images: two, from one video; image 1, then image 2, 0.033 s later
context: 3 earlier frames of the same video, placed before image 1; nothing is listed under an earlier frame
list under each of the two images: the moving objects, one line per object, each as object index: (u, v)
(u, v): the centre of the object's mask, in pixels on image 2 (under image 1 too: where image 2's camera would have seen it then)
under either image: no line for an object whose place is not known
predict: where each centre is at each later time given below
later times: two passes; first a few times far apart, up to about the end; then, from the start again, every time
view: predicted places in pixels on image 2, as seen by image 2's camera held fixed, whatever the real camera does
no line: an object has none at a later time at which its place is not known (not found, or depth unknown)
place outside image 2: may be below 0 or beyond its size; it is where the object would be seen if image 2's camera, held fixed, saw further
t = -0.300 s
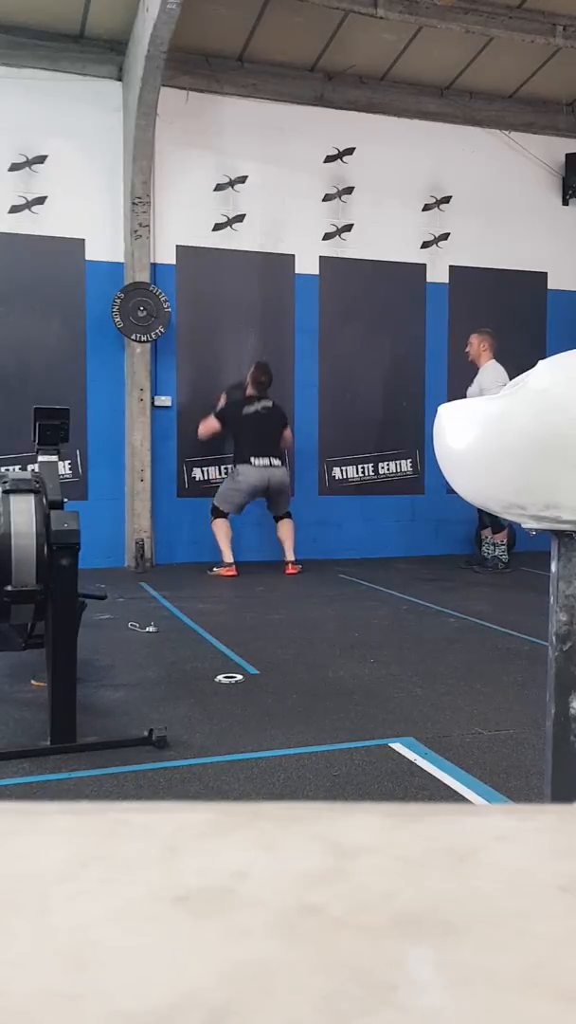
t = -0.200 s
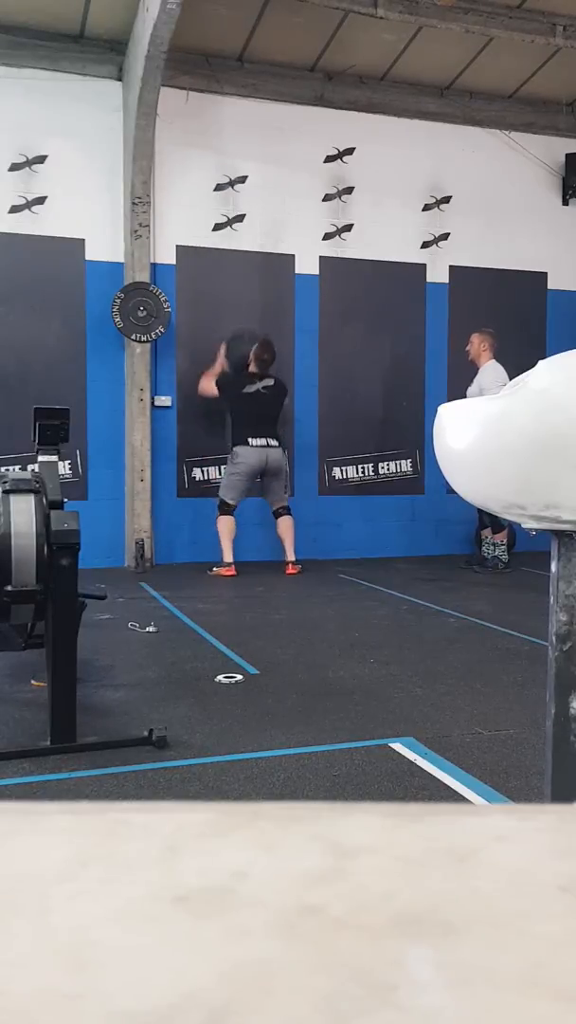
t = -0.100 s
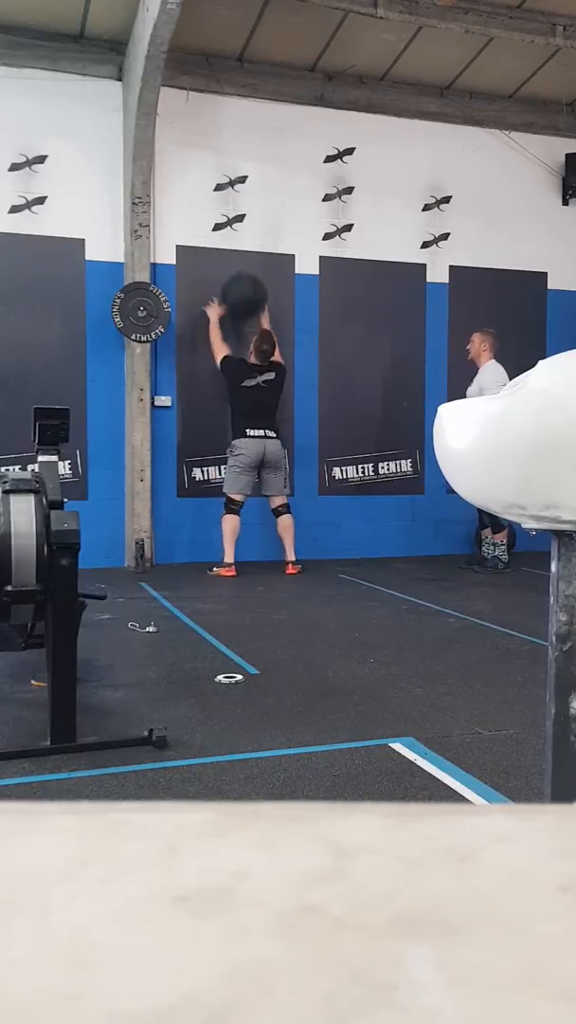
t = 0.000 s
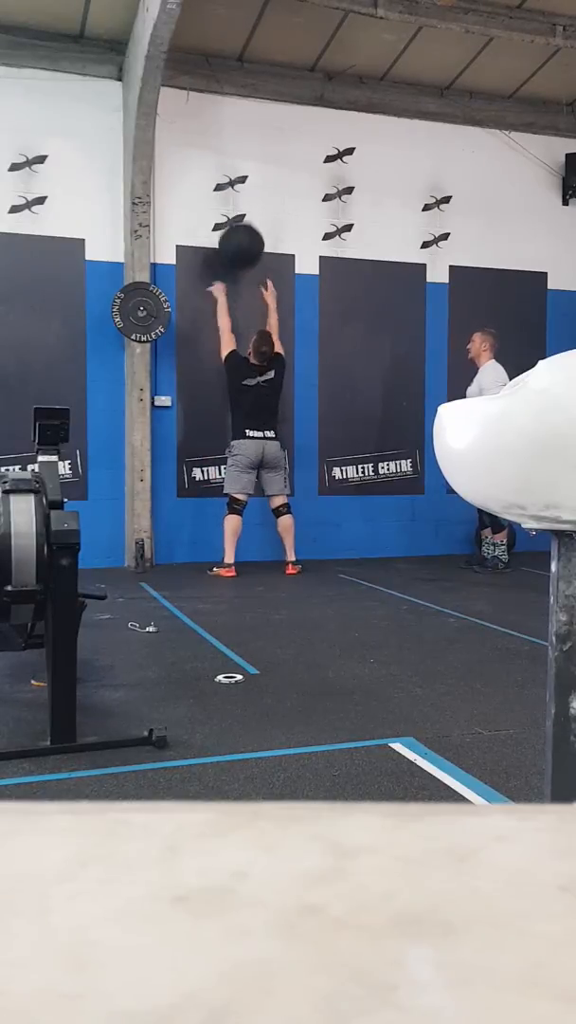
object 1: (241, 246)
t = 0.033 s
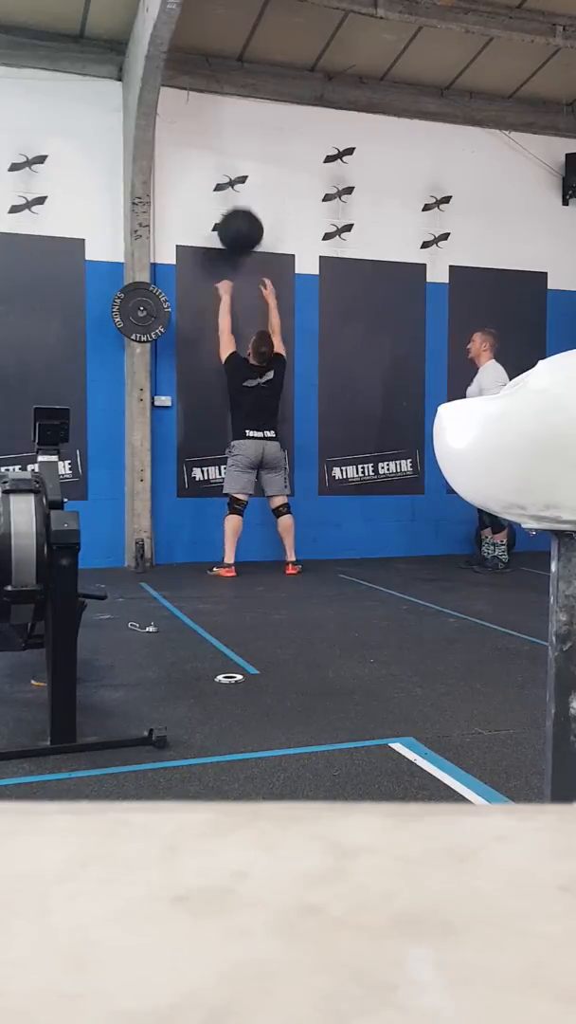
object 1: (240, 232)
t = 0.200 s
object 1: (235, 184)
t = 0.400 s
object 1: (233, 172)
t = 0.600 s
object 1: (235, 202)
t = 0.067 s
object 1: (239, 219)
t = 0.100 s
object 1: (238, 208)
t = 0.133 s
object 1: (237, 198)
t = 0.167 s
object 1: (236, 190)
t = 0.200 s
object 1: (235, 184)
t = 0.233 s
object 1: (235, 179)
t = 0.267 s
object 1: (234, 175)
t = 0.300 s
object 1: (233, 173)
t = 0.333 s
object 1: (233, 172)
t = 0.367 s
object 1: (233, 172)
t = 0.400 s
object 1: (233, 172)
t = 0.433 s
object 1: (234, 174)
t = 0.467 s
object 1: (234, 177)
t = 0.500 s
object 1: (235, 181)
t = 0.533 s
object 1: (235, 187)
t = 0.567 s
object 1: (235, 196)
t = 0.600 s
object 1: (235, 202)
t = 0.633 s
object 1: (236, 214)
